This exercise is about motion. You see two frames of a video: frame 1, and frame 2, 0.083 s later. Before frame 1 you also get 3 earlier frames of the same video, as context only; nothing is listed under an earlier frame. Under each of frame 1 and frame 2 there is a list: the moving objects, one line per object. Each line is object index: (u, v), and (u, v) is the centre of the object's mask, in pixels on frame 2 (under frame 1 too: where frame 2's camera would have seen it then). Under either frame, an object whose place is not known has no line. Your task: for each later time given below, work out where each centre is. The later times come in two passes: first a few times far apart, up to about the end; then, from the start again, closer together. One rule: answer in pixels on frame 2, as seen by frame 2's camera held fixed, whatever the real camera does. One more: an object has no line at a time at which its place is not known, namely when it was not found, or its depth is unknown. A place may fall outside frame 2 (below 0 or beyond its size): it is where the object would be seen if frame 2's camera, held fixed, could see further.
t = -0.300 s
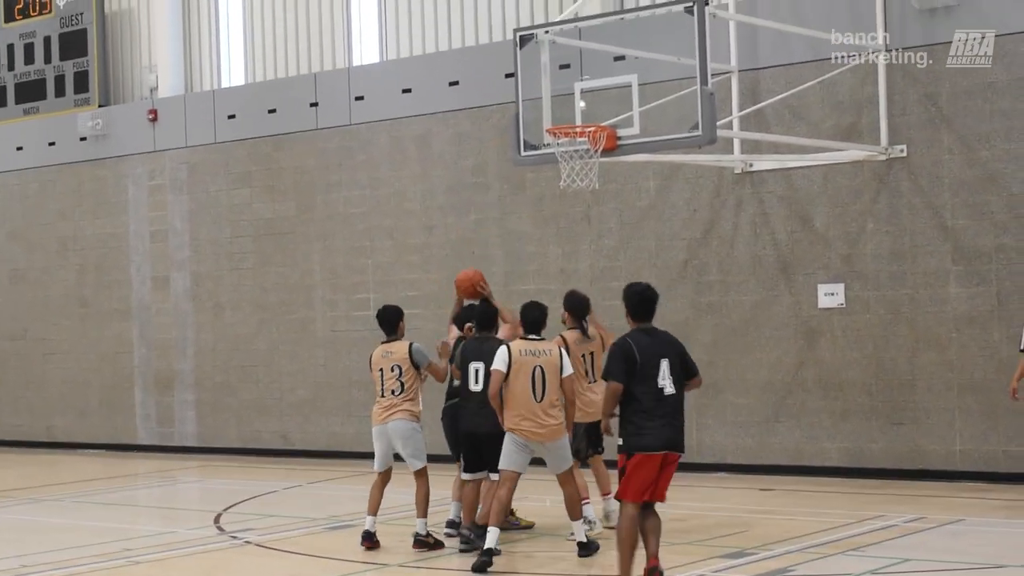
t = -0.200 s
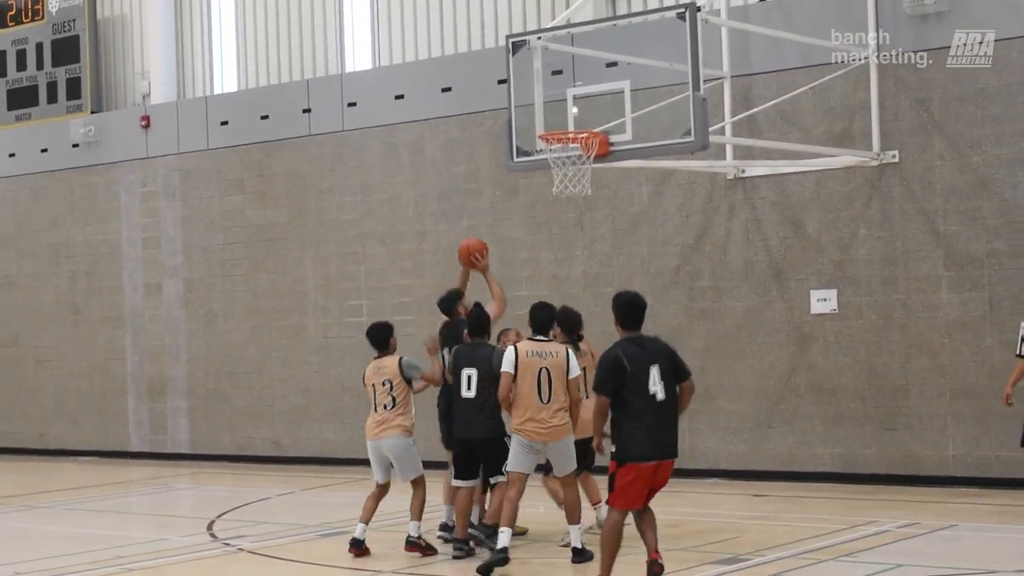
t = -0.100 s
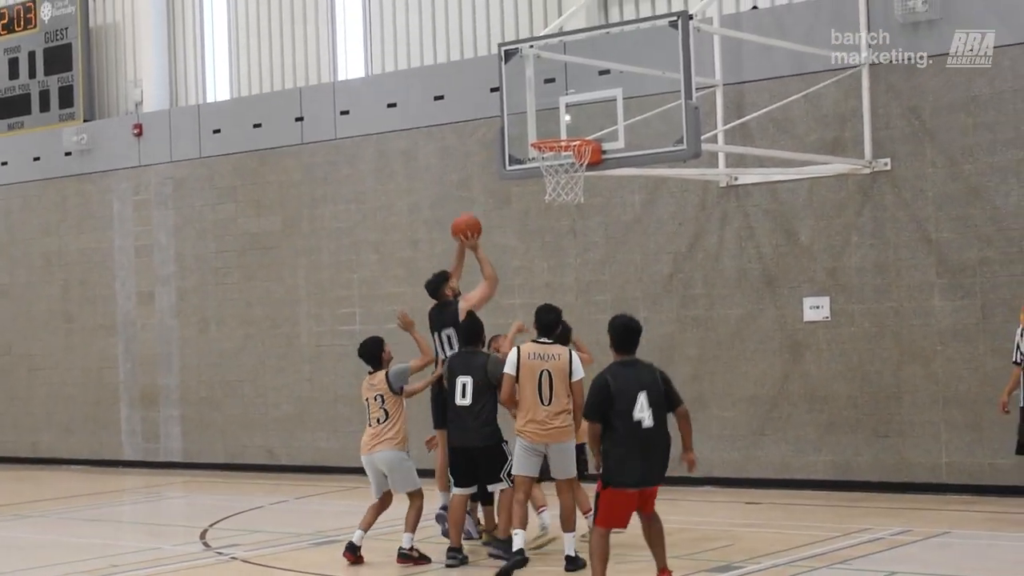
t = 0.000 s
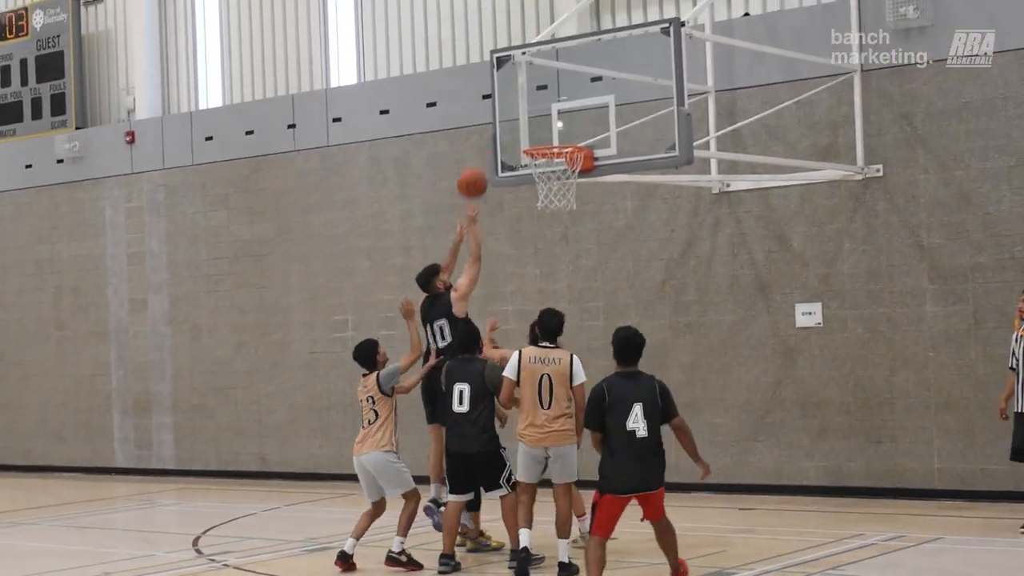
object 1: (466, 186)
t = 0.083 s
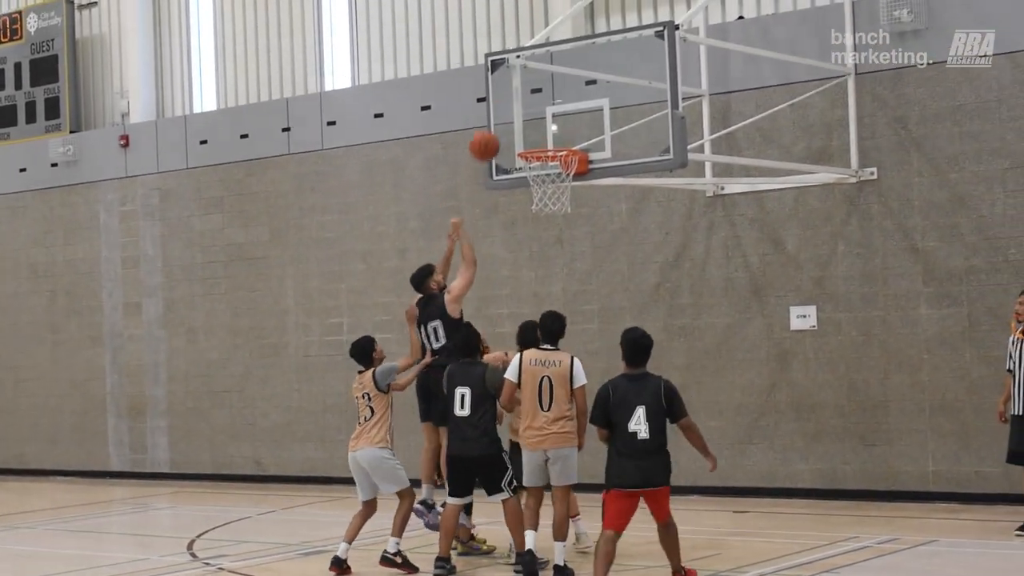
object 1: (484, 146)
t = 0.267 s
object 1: (525, 86)
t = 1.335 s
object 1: (535, 209)
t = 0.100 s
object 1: (488, 138)
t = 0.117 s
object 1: (491, 131)
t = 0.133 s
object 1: (496, 125)
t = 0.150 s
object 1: (499, 119)
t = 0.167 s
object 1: (503, 113)
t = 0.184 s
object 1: (506, 108)
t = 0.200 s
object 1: (510, 103)
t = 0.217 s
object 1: (514, 98)
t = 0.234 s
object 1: (518, 94)
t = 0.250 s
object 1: (521, 90)
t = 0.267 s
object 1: (525, 86)
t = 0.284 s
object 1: (529, 83)
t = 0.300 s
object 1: (533, 80)
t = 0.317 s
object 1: (536, 77)
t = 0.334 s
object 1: (540, 75)
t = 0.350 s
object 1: (543, 74)
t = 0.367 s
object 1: (544, 73)
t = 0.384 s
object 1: (543, 73)
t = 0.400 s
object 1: (542, 73)
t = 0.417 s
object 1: (542, 73)
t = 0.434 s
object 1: (541, 74)
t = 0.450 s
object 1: (540, 75)
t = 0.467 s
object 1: (539, 76)
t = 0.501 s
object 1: (538, 81)
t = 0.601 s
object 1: (534, 101)
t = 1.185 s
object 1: (539, 181)
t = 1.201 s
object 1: (537, 185)
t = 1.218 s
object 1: (536, 188)
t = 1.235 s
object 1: (536, 190)
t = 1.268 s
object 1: (536, 195)
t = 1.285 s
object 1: (535, 195)
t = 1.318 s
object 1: (534, 204)
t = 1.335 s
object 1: (535, 209)
